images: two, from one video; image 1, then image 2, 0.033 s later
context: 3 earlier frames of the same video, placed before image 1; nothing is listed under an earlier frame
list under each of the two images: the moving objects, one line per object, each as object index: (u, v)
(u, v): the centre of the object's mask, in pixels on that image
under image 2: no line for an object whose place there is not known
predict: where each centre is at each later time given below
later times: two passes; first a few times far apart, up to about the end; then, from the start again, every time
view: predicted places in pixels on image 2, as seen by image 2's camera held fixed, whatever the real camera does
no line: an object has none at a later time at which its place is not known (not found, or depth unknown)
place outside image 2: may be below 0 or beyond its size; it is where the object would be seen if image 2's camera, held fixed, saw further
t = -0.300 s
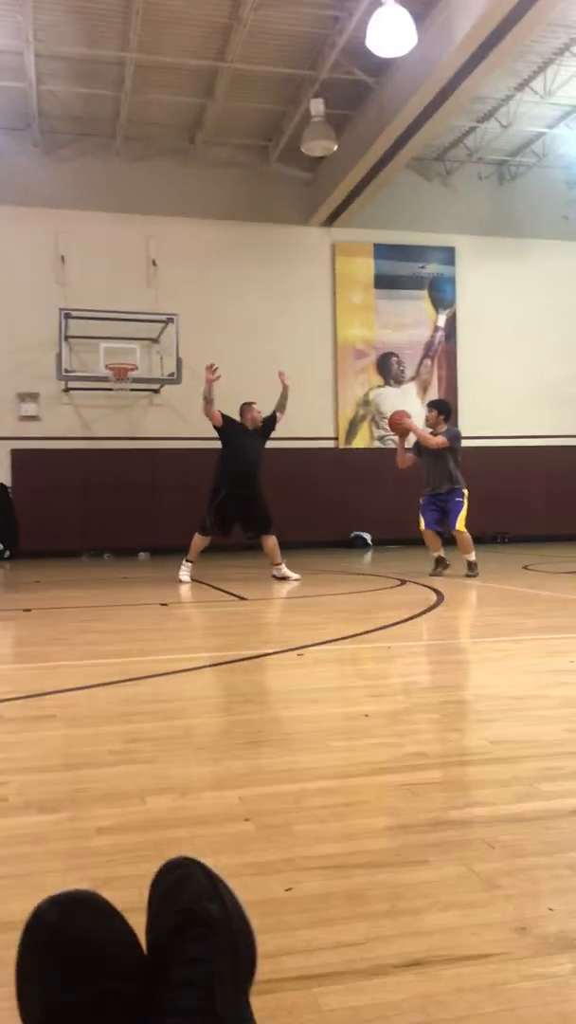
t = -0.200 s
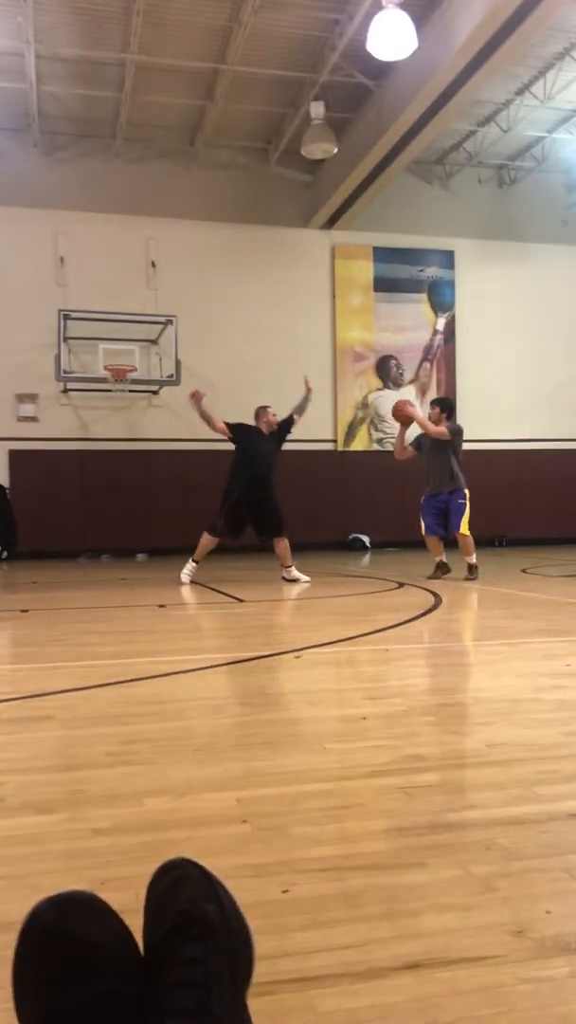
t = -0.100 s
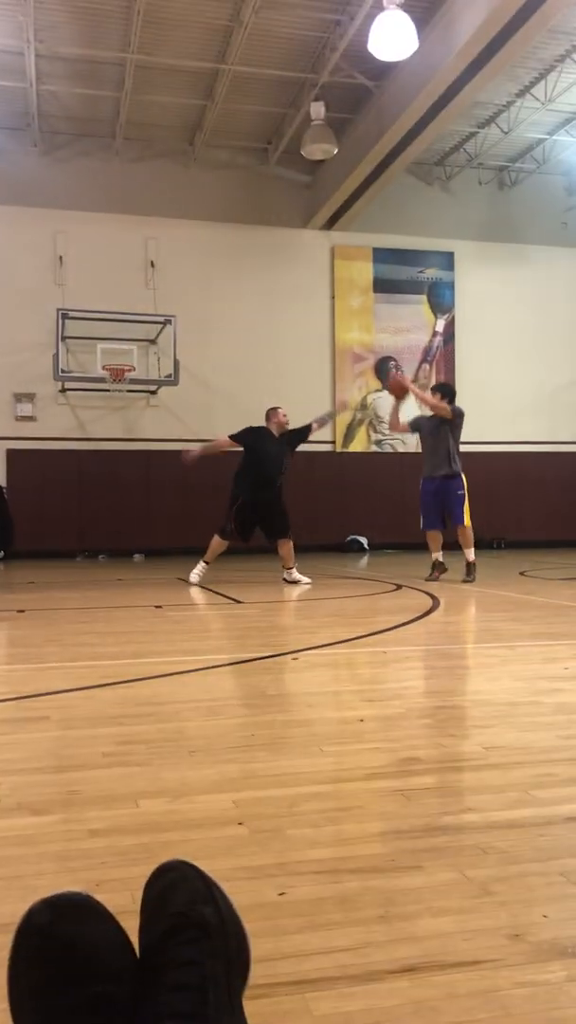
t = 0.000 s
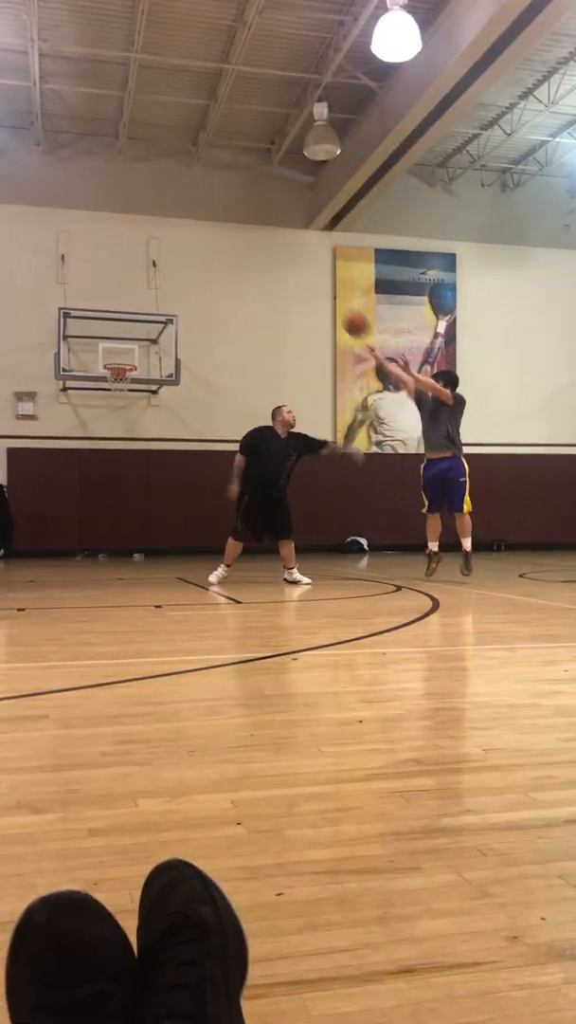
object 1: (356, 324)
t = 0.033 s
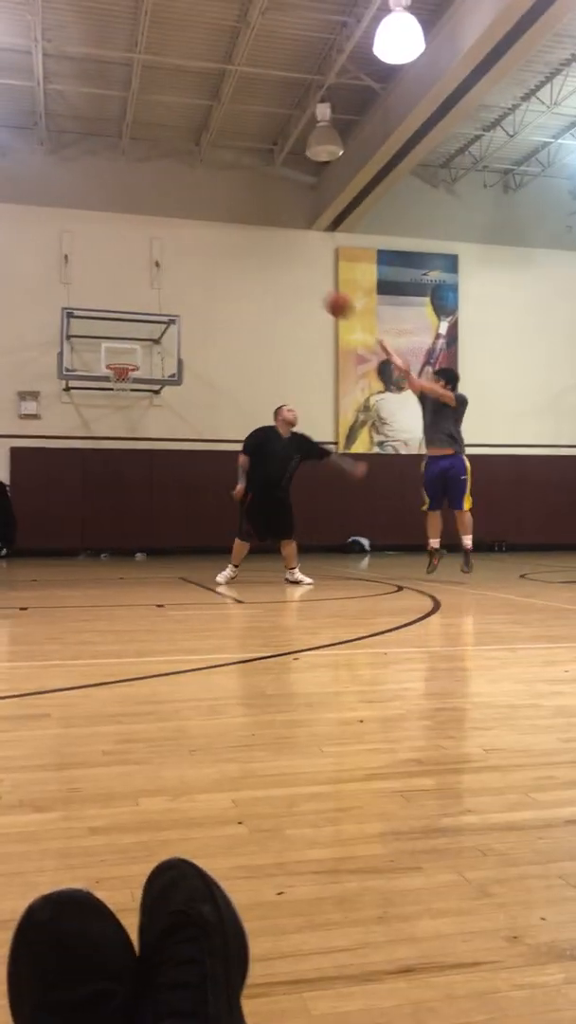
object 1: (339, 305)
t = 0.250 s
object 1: (209, 197)
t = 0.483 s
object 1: (66, 135)
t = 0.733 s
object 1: (-94, 128)
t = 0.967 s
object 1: (-262, 189)
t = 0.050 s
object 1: (329, 295)
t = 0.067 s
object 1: (319, 285)
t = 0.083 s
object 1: (309, 276)
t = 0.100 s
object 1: (299, 267)
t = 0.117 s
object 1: (289, 257)
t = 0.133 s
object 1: (279, 249)
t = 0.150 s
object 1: (269, 241)
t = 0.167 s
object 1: (259, 233)
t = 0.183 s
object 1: (250, 226)
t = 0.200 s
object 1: (239, 218)
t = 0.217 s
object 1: (229, 210)
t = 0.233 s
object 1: (220, 204)
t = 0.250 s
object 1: (209, 197)
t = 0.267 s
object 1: (199, 191)
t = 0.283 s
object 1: (189, 185)
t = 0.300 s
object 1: (179, 180)
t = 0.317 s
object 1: (168, 174)
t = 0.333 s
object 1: (158, 169)
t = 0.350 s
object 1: (148, 165)
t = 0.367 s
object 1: (138, 160)
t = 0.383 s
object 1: (127, 155)
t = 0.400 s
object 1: (116, 151)
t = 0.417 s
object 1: (106, 147)
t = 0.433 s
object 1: (96, 143)
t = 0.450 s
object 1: (86, 140)
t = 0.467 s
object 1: (77, 137)
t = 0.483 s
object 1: (66, 135)
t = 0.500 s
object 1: (55, 132)
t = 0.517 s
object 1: (45, 130)
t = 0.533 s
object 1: (35, 127)
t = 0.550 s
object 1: (25, 126)
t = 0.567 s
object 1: (15, 125)
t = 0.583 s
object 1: (3, 124)
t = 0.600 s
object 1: (-6, 123)
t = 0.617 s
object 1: (-18, 123)
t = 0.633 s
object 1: (-27, 123)
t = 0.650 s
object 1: (-38, 123)
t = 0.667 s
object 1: (-51, 125)
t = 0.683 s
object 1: (-62, 125)
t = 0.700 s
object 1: (-72, 127)
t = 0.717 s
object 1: (-84, 126)
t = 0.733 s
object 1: (-94, 128)
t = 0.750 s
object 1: (-105, 130)
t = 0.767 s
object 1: (-116, 132)
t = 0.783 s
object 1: (-129, 135)
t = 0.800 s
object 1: (-141, 138)
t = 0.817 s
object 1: (-150, 140)
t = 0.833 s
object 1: (-164, 144)
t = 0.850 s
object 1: (-173, 146)
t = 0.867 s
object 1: (-186, 151)
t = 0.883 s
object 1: (-197, 156)
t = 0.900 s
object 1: (-210, 164)
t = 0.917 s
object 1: (-222, 169)
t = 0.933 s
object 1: (-236, 176)
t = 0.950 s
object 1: (-250, 183)
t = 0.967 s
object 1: (-262, 189)
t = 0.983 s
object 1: (-275, 196)
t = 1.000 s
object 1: (-285, 200)
